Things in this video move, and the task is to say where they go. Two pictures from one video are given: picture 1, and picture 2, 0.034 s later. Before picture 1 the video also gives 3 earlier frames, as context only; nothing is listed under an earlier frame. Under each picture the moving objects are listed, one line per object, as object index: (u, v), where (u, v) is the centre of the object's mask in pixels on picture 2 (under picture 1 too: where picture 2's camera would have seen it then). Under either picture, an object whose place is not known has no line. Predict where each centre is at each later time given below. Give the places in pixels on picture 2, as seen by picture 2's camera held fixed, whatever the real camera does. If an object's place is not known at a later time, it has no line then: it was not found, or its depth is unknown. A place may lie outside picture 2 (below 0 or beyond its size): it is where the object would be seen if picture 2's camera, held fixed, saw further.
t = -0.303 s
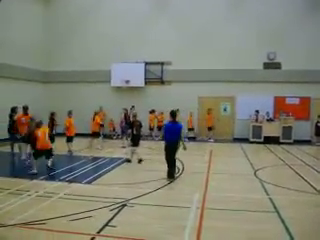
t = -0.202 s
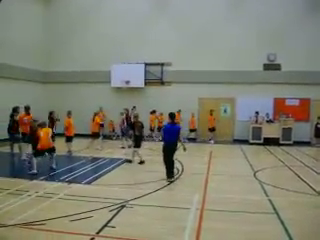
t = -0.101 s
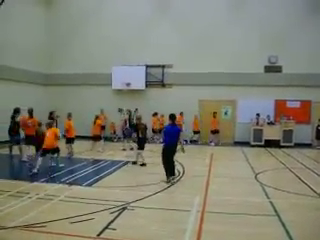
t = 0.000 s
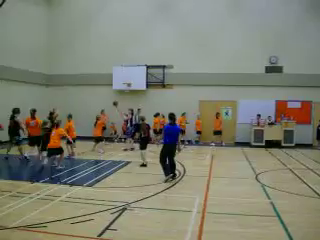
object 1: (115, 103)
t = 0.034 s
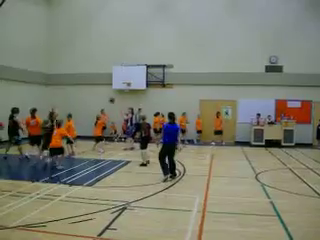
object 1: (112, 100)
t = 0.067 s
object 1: (108, 98)
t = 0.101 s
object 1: (105, 96)
